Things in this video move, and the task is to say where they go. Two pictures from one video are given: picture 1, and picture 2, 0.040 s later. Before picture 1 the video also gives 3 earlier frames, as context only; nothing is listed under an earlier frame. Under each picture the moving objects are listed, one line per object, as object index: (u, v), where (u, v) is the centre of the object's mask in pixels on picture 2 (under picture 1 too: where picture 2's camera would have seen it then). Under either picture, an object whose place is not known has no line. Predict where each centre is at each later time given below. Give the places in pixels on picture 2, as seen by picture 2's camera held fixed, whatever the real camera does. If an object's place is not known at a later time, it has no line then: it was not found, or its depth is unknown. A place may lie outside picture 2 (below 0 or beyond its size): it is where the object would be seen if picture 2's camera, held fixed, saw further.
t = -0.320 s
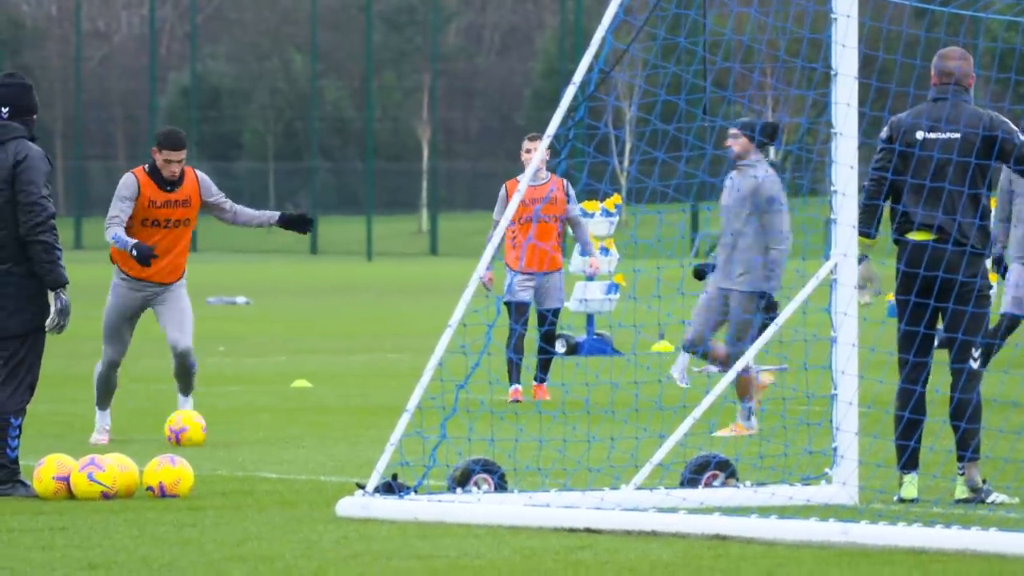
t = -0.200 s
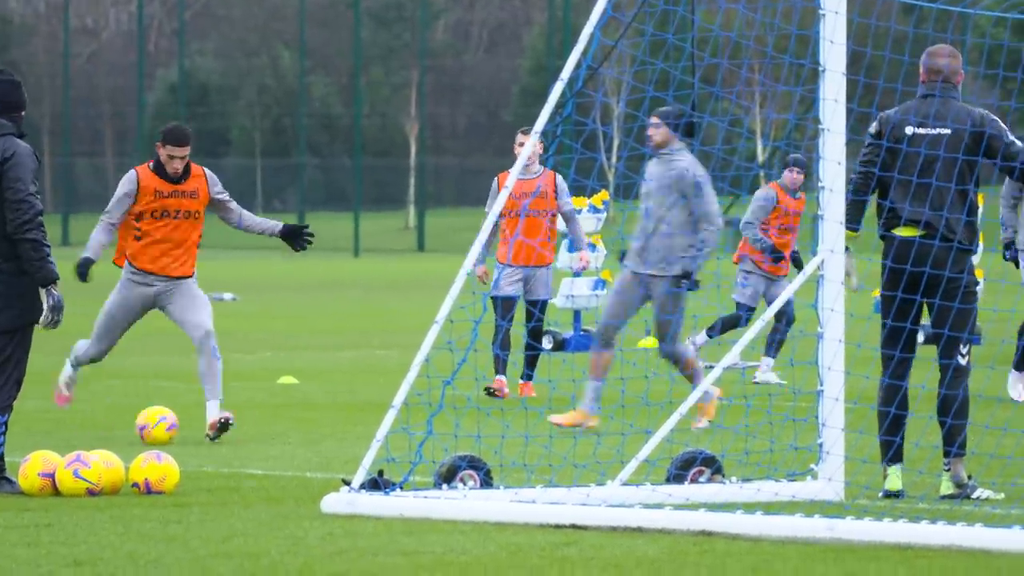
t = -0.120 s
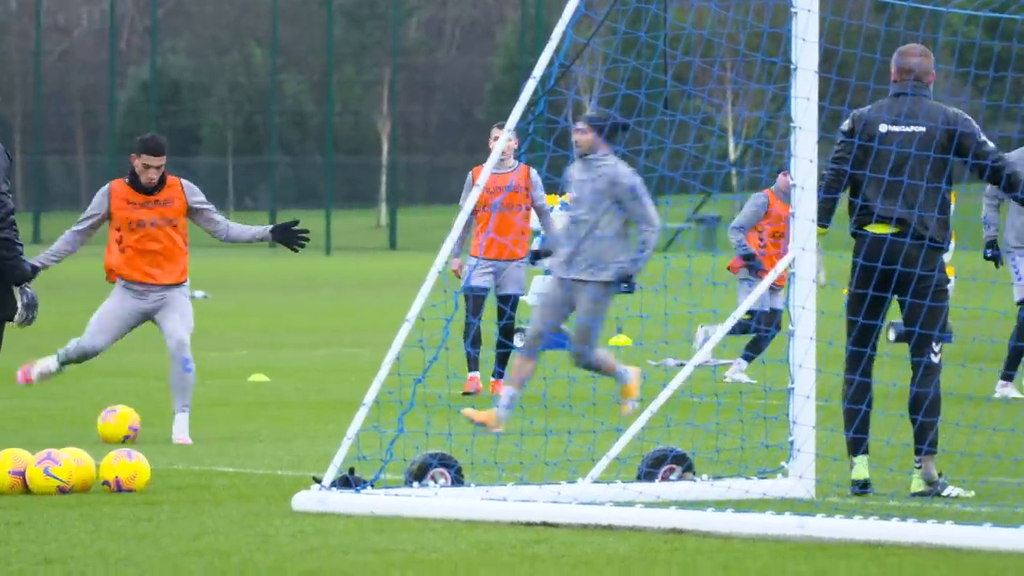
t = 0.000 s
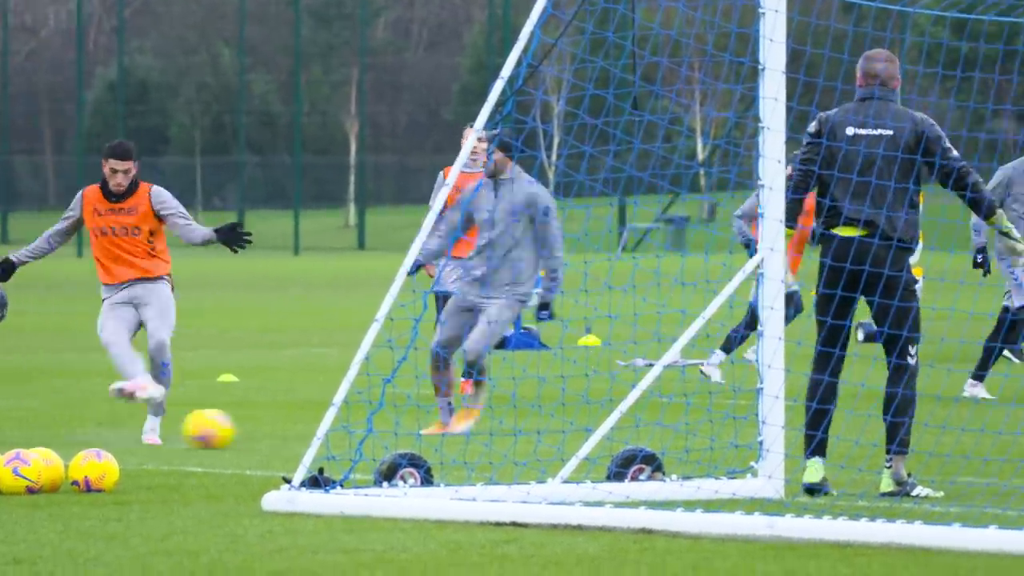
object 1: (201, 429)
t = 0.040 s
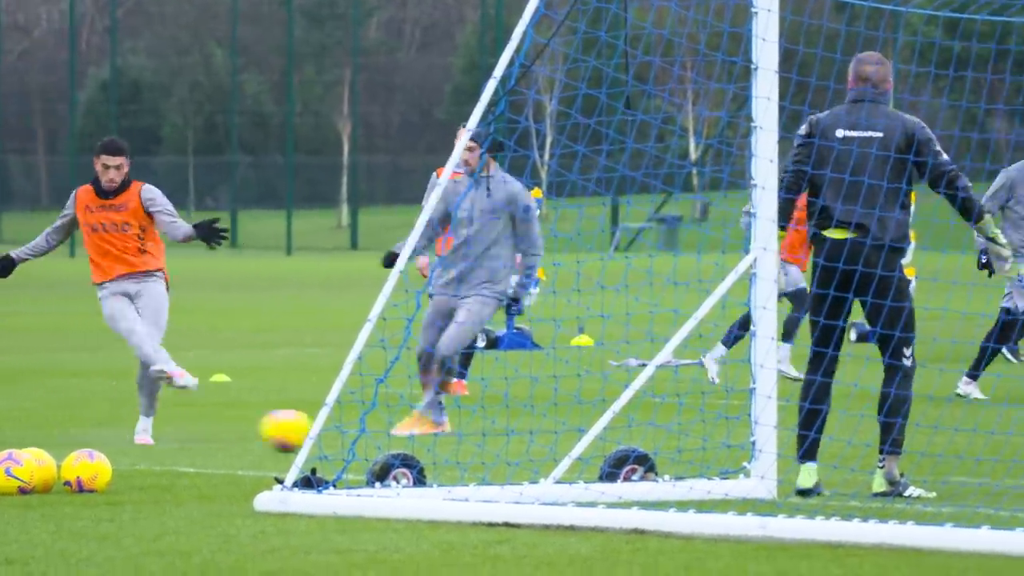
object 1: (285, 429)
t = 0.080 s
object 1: (373, 433)
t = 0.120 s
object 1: (462, 438)
